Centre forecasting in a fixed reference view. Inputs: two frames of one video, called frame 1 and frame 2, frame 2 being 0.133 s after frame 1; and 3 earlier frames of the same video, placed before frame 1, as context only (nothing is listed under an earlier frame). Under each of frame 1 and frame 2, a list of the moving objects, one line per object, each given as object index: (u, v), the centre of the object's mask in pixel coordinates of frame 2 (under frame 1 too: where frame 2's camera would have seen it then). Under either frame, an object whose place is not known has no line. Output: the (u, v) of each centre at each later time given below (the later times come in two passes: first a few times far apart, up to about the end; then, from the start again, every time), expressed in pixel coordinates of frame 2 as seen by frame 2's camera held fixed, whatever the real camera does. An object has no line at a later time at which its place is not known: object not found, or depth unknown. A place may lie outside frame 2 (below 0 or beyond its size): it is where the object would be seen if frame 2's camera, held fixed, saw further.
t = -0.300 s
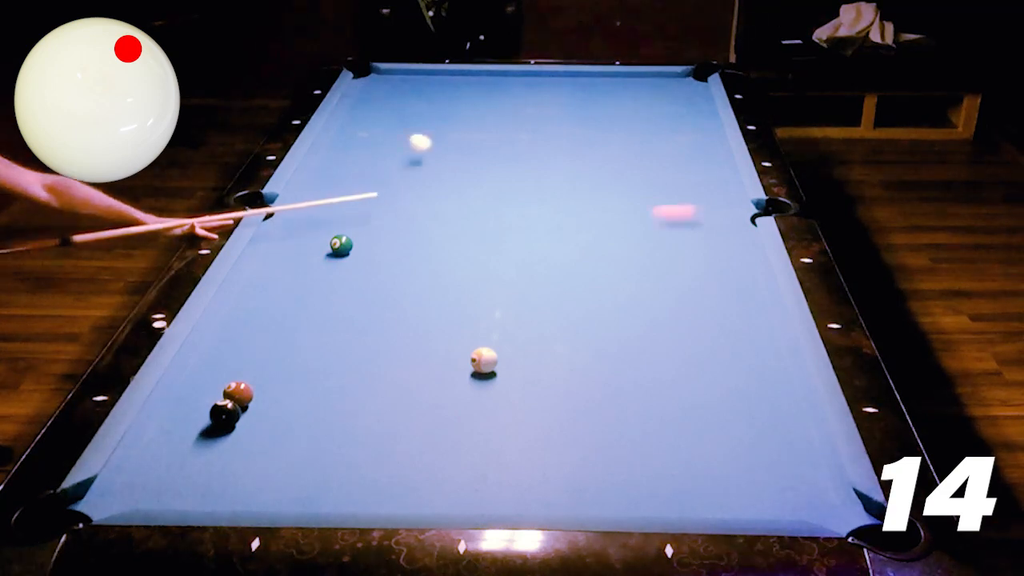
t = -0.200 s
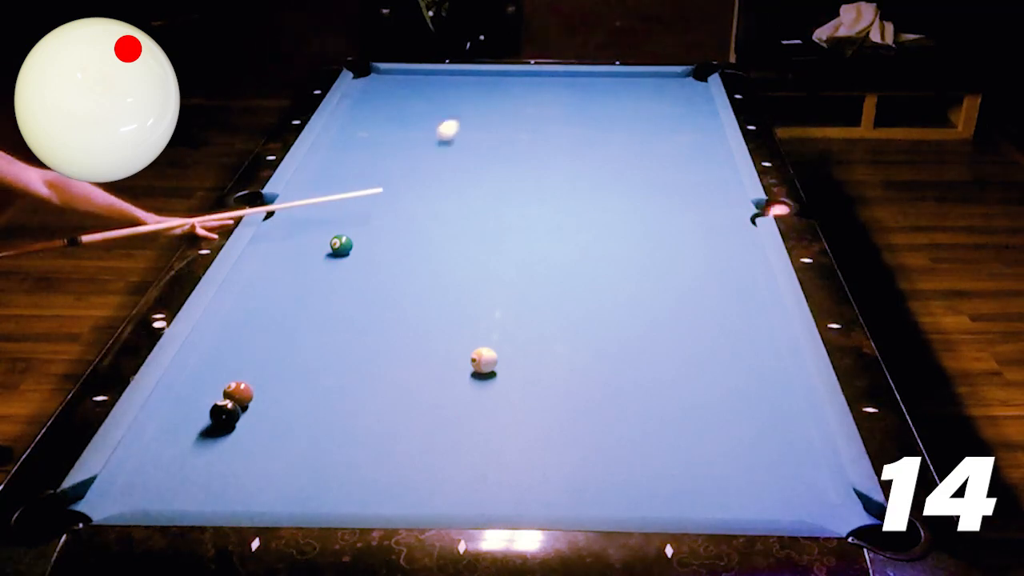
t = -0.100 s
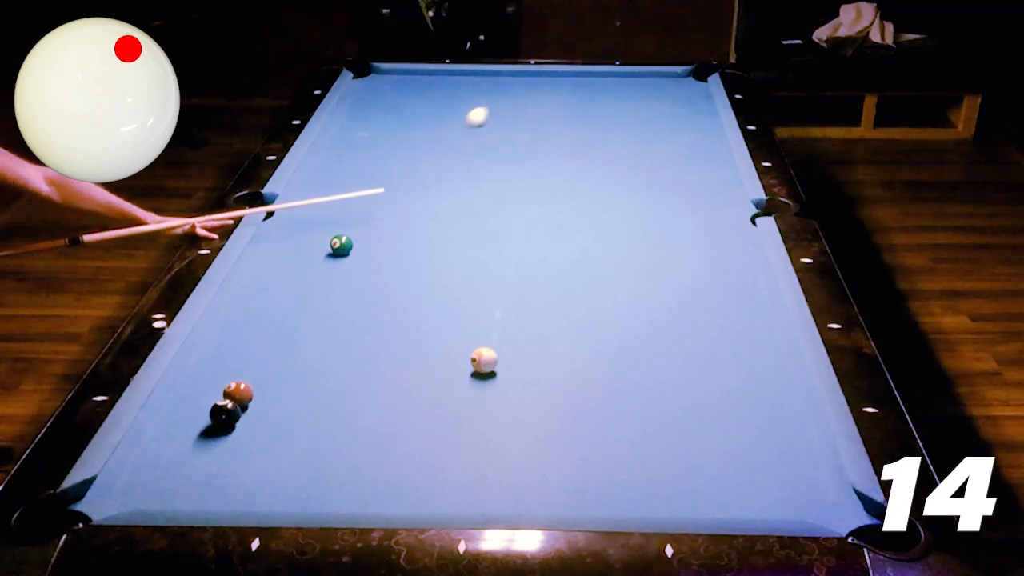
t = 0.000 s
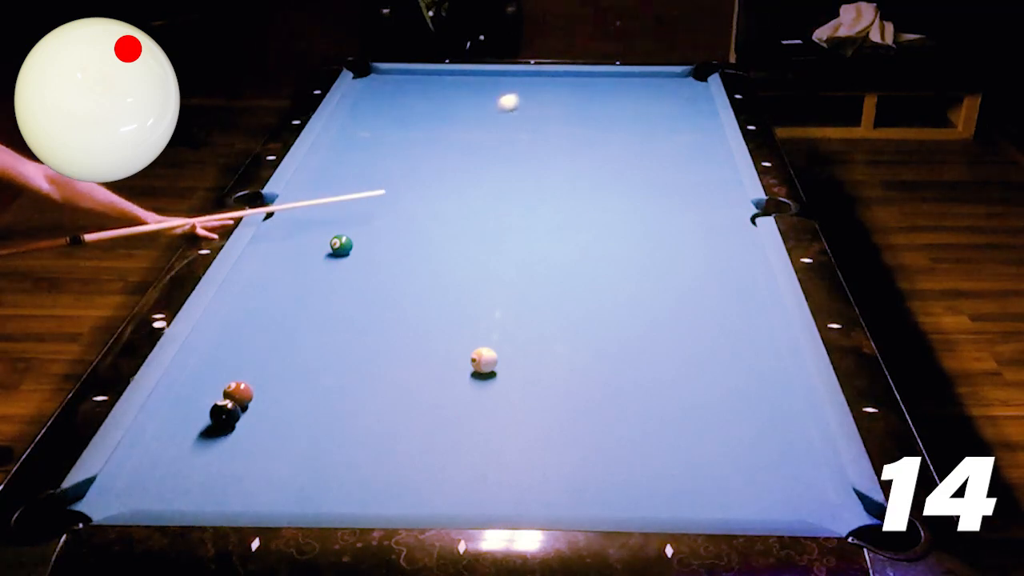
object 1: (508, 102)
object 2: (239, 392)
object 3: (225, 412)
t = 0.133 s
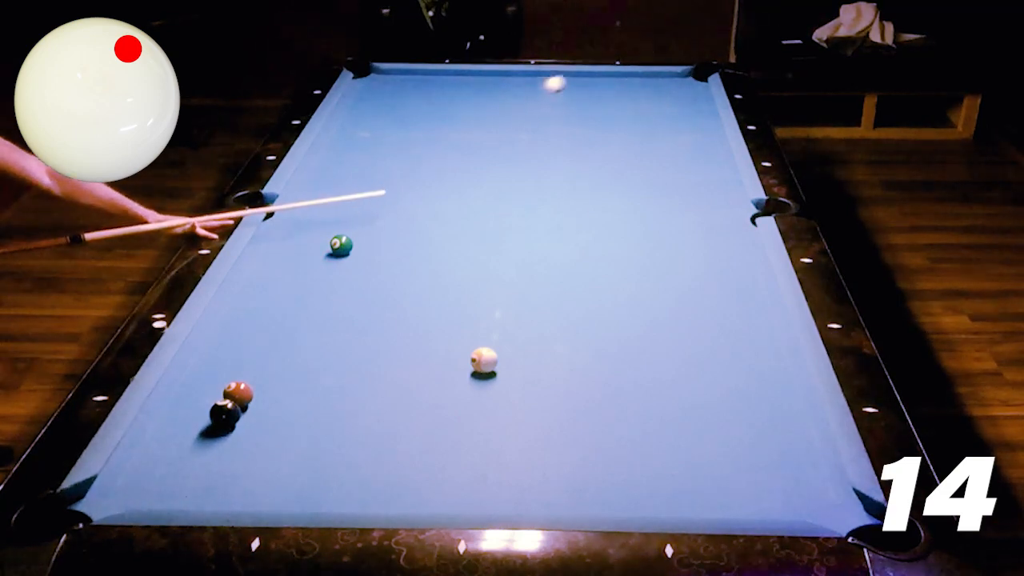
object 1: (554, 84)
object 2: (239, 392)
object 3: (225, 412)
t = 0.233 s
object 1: (587, 76)
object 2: (239, 392)
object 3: (225, 412)
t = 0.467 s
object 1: (663, 95)
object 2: (239, 392)
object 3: (225, 413)
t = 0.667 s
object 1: (696, 113)
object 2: (239, 392)
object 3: (225, 412)
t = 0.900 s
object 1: (659, 135)
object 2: (239, 392)
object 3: (225, 412)
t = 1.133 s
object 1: (619, 158)
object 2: (239, 392)
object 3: (225, 412)
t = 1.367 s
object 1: (575, 184)
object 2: (239, 393)
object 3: (225, 412)
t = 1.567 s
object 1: (535, 208)
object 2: (239, 392)
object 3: (225, 412)
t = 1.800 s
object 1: (484, 238)
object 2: (239, 392)
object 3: (225, 413)
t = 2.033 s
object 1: (427, 271)
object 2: (239, 392)
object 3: (225, 413)
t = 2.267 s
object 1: (363, 309)
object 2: (239, 392)
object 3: (225, 413)
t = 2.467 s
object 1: (302, 345)
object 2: (239, 392)
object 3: (225, 413)
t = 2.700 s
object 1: (223, 382)
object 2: (240, 396)
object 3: (223, 415)
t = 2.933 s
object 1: (174, 395)
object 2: (251, 399)
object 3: (208, 439)
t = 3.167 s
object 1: (203, 398)
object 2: (260, 400)
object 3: (193, 463)
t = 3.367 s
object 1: (226, 400)
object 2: (266, 402)
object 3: (181, 481)
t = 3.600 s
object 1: (242, 402)
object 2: (277, 403)
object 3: (169, 498)
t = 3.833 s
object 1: (247, 403)
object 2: (292, 402)
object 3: (173, 488)
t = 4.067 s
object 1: (250, 405)
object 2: (304, 403)
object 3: (176, 479)
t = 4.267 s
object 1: (251, 404)
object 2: (312, 404)
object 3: (179, 472)
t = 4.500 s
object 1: (251, 405)
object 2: (318, 404)
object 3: (183, 467)
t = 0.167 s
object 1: (565, 79)
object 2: (239, 392)
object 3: (225, 412)
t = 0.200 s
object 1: (576, 75)
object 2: (239, 392)
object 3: (225, 412)
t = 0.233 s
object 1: (587, 76)
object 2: (239, 392)
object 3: (225, 412)
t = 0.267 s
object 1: (597, 79)
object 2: (239, 392)
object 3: (225, 412)
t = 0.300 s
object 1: (608, 81)
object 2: (239, 392)
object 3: (225, 412)
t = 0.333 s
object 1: (619, 84)
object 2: (239, 392)
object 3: (225, 412)
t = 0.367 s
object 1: (630, 87)
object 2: (239, 392)
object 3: (225, 412)
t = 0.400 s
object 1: (641, 90)
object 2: (239, 392)
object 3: (225, 412)
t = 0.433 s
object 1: (652, 92)
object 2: (239, 392)
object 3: (225, 413)
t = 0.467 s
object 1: (663, 95)
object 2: (239, 392)
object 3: (225, 413)
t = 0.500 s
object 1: (675, 98)
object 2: (239, 392)
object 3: (225, 413)
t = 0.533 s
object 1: (687, 101)
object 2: (239, 392)
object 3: (225, 413)
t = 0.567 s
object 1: (698, 104)
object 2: (239, 392)
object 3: (225, 413)
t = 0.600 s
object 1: (707, 107)
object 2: (239, 392)
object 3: (225, 413)
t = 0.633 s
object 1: (702, 110)
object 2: (239, 392)
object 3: (225, 412)
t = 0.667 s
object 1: (696, 113)
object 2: (239, 392)
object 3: (225, 412)
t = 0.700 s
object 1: (691, 116)
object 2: (239, 392)
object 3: (225, 413)
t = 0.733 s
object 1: (686, 119)
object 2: (239, 392)
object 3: (225, 412)
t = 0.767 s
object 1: (681, 122)
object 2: (239, 392)
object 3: (225, 412)
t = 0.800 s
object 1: (676, 125)
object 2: (239, 392)
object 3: (225, 413)
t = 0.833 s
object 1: (670, 128)
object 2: (239, 392)
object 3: (225, 412)
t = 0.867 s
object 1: (665, 132)
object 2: (239, 392)
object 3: (225, 412)
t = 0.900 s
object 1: (659, 135)
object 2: (239, 392)
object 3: (225, 412)
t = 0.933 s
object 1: (653, 138)
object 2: (239, 392)
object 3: (225, 413)
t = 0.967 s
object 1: (648, 141)
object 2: (239, 392)
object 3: (225, 413)
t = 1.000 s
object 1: (642, 145)
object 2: (239, 392)
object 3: (225, 413)
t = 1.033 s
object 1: (636, 148)
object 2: (239, 392)
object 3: (225, 413)
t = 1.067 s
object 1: (631, 151)
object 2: (239, 392)
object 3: (225, 413)
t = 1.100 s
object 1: (625, 155)
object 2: (239, 392)
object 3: (225, 413)
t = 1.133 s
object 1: (619, 158)
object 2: (239, 392)
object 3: (225, 412)
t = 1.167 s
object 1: (613, 162)
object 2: (239, 392)
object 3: (225, 412)
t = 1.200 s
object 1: (607, 165)
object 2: (239, 392)
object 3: (225, 412)
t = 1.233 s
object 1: (601, 169)
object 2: (239, 392)
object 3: (225, 412)
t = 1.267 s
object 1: (595, 173)
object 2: (239, 392)
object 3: (225, 412)
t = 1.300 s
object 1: (588, 176)
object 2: (239, 393)
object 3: (225, 412)
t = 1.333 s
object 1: (582, 180)
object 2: (239, 393)
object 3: (225, 412)
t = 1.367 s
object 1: (575, 184)
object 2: (239, 393)
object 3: (225, 412)
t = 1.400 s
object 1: (569, 188)
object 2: (239, 392)
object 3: (225, 412)
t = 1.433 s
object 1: (562, 191)
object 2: (239, 392)
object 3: (225, 412)
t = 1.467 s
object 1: (555, 195)
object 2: (239, 392)
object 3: (225, 412)
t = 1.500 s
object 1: (549, 200)
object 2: (239, 392)
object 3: (225, 412)
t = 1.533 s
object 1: (541, 204)
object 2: (239, 392)
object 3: (225, 412)
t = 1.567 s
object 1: (535, 208)
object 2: (239, 392)
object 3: (225, 412)
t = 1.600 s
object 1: (528, 212)
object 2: (239, 392)
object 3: (225, 413)
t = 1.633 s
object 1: (522, 216)
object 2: (239, 392)
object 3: (225, 413)
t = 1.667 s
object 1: (514, 220)
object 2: (239, 393)
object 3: (225, 412)
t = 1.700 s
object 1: (507, 225)
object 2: (239, 392)
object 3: (225, 412)
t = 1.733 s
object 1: (499, 229)
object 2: (239, 392)
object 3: (225, 413)
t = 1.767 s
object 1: (491, 234)
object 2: (239, 392)
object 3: (225, 413)
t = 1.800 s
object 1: (484, 238)
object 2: (239, 392)
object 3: (225, 413)
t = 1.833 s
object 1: (476, 242)
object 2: (239, 392)
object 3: (225, 413)
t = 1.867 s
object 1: (468, 247)
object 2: (239, 392)
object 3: (225, 413)
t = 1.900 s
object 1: (461, 252)
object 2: (239, 392)
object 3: (225, 413)
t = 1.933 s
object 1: (452, 257)
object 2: (239, 392)
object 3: (225, 412)
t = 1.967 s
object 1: (444, 262)
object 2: (239, 392)
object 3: (225, 413)
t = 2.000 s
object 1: (436, 266)
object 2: (239, 393)
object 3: (225, 412)
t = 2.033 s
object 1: (427, 271)
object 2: (239, 392)
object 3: (225, 413)
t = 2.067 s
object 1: (418, 277)
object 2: (239, 392)
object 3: (225, 413)
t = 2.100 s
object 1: (409, 282)
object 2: (239, 392)
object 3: (225, 413)
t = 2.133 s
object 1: (401, 287)
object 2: (239, 392)
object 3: (225, 413)
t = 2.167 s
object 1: (391, 293)
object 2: (239, 392)
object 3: (225, 413)
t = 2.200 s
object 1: (382, 298)
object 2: (239, 393)
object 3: (225, 412)
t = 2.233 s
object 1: (372, 303)
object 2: (239, 392)
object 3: (225, 412)
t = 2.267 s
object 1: (363, 309)
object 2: (239, 392)
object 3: (225, 413)
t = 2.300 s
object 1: (353, 315)
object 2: (239, 393)
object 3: (225, 413)
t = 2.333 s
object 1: (343, 321)
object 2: (239, 392)
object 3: (225, 413)
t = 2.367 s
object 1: (333, 326)
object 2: (239, 393)
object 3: (225, 412)
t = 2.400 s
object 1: (323, 332)
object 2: (239, 393)
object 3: (225, 413)
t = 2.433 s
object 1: (312, 339)
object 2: (239, 393)
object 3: (225, 413)
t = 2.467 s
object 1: (302, 345)
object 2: (239, 392)
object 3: (225, 413)
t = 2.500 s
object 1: (291, 351)
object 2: (239, 392)
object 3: (225, 413)
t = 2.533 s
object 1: (280, 357)
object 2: (239, 392)
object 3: (225, 412)
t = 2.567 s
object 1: (269, 364)
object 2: (239, 392)
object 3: (225, 413)
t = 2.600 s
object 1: (259, 368)
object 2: (239, 392)
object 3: (225, 413)
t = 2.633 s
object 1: (250, 372)
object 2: (239, 392)
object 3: (225, 413)
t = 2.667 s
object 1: (237, 376)
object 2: (236, 394)
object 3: (225, 413)
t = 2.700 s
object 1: (223, 382)
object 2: (240, 396)
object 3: (223, 415)
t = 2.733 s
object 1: (214, 383)
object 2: (241, 397)
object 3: (220, 420)
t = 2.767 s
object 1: (202, 386)
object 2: (243, 397)
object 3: (219, 422)
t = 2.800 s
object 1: (191, 389)
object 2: (244, 398)
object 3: (216, 426)
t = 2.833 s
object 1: (180, 390)
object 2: (246, 398)
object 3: (214, 429)
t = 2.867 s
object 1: (168, 394)
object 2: (248, 398)
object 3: (211, 434)
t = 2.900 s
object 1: (170, 395)
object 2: (250, 398)
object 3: (210, 438)
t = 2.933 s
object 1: (174, 395)
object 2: (251, 399)
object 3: (208, 439)
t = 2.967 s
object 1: (179, 395)
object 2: (253, 399)
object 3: (206, 442)
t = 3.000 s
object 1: (182, 396)
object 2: (254, 399)
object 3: (203, 446)
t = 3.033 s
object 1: (187, 396)
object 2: (255, 400)
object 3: (201, 449)
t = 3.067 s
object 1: (191, 396)
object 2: (257, 400)
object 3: (199, 452)
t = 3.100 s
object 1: (195, 397)
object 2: (258, 399)
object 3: (197, 456)
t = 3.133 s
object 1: (199, 397)
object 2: (259, 400)
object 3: (195, 460)
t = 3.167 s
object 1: (203, 398)
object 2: (260, 400)
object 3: (193, 463)
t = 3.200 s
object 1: (207, 398)
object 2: (261, 400)
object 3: (191, 467)
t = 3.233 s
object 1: (211, 399)
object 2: (262, 401)
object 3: (189, 470)
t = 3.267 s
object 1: (215, 399)
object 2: (263, 401)
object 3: (187, 472)
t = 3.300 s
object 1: (219, 399)
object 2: (264, 401)
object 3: (186, 475)
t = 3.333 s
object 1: (223, 400)
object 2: (265, 401)
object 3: (183, 478)
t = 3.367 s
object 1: (226, 400)
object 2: (266, 402)
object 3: (181, 481)
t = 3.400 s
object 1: (230, 401)
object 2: (267, 401)
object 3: (179, 484)
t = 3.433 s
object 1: (233, 401)
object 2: (267, 402)
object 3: (177, 487)
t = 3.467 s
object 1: (237, 401)
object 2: (268, 402)
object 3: (175, 490)
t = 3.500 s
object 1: (239, 401)
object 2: (270, 402)
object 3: (173, 493)
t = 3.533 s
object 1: (240, 402)
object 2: (272, 402)
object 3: (171, 496)
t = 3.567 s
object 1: (241, 402)
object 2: (275, 402)
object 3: (169, 498)
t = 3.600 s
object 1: (242, 402)
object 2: (277, 403)
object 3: (169, 498)
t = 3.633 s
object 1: (243, 402)
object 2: (279, 403)
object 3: (169, 497)
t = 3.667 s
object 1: (244, 403)
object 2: (281, 403)
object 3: (170, 496)
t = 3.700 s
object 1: (245, 403)
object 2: (284, 403)
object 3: (170, 495)
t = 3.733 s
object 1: (246, 403)
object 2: (286, 403)
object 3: (171, 494)
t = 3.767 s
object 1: (246, 403)
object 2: (288, 403)
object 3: (171, 493)
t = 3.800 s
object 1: (247, 403)
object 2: (290, 403)
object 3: (172, 492)
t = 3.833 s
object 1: (247, 403)
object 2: (292, 402)
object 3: (173, 488)
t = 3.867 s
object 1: (248, 404)
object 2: (294, 403)
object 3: (173, 486)
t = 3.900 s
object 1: (249, 404)
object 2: (295, 403)
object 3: (174, 485)
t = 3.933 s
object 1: (249, 404)
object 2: (297, 403)
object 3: (174, 484)
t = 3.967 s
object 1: (249, 404)
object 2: (299, 403)
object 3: (175, 482)
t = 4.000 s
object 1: (250, 404)
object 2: (300, 403)
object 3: (175, 481)
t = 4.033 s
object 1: (250, 405)
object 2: (302, 403)
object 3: (176, 480)
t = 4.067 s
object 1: (250, 405)
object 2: (304, 403)
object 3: (176, 479)
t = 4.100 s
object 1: (251, 405)
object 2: (305, 403)
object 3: (177, 478)
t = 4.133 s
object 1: (251, 405)
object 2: (307, 403)
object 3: (177, 477)
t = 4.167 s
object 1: (251, 405)
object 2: (308, 403)
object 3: (178, 475)
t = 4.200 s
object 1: (251, 405)
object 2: (309, 403)
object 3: (178, 473)
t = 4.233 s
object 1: (251, 405)
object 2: (310, 403)
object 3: (178, 473)
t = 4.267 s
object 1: (251, 404)
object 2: (312, 404)
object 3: (179, 472)
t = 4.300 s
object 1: (251, 405)
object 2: (313, 403)
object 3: (179, 471)
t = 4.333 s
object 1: (251, 404)
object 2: (314, 404)
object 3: (180, 470)
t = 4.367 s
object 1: (251, 404)
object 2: (314, 404)
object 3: (181, 469)
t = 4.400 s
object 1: (251, 404)
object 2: (315, 404)
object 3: (181, 469)
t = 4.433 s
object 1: (251, 404)
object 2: (316, 403)
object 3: (182, 468)
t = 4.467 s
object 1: (251, 405)
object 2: (317, 403)
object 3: (182, 468)
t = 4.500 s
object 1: (251, 405)
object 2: (318, 404)
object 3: (183, 467)
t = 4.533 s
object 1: (251, 405)
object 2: (318, 404)
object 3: (184, 466)
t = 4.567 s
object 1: (251, 404)
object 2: (319, 404)
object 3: (184, 465)
